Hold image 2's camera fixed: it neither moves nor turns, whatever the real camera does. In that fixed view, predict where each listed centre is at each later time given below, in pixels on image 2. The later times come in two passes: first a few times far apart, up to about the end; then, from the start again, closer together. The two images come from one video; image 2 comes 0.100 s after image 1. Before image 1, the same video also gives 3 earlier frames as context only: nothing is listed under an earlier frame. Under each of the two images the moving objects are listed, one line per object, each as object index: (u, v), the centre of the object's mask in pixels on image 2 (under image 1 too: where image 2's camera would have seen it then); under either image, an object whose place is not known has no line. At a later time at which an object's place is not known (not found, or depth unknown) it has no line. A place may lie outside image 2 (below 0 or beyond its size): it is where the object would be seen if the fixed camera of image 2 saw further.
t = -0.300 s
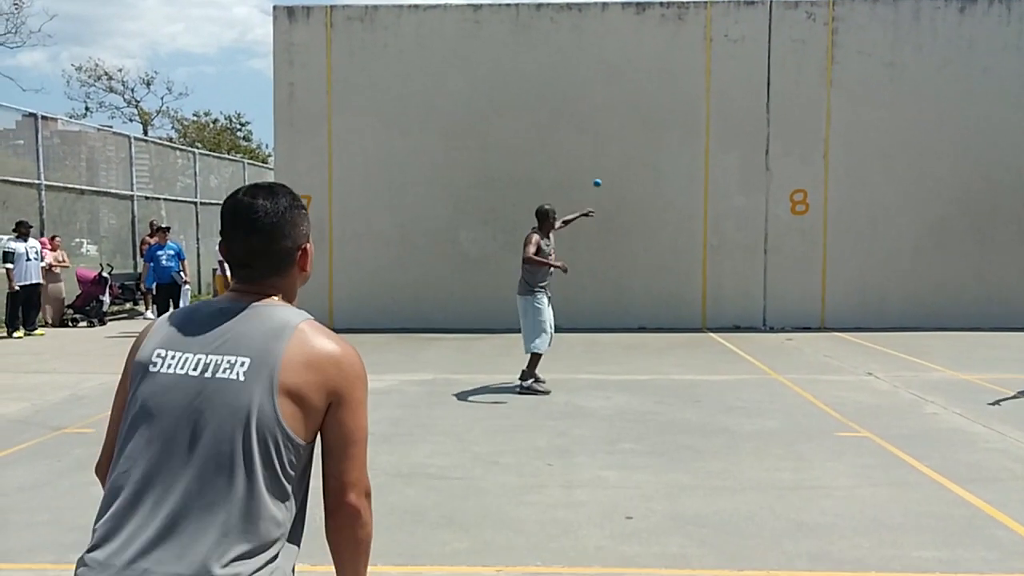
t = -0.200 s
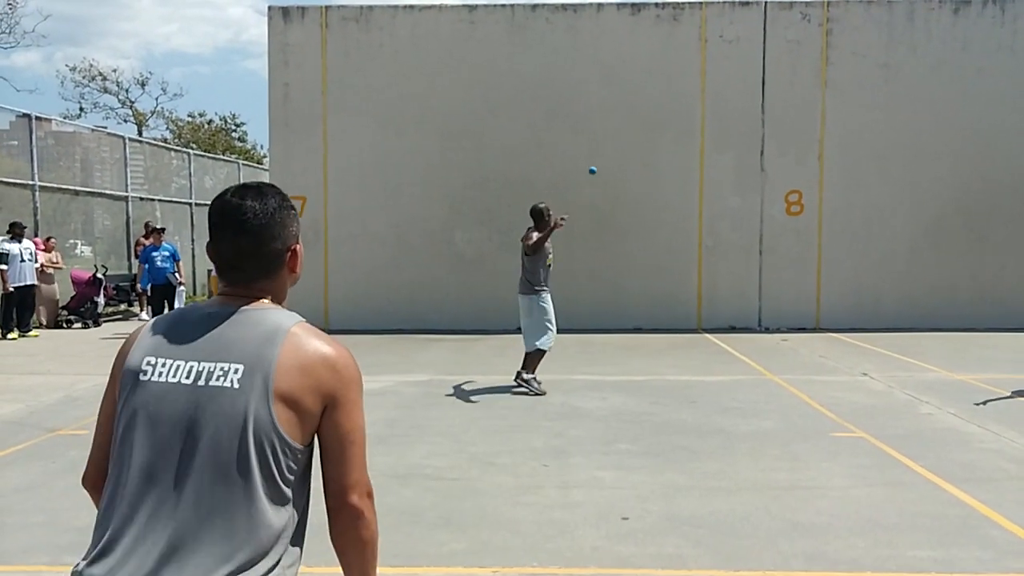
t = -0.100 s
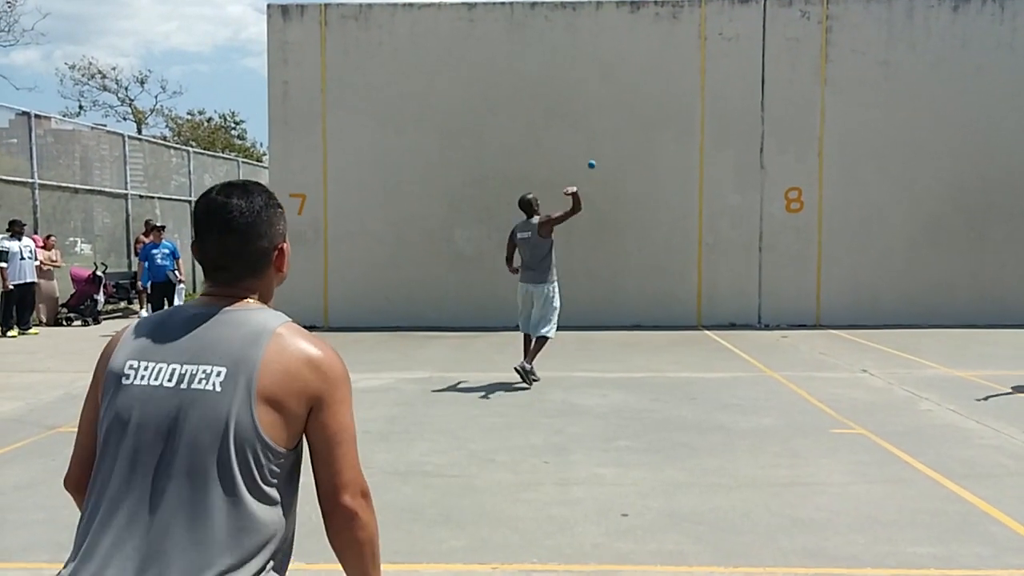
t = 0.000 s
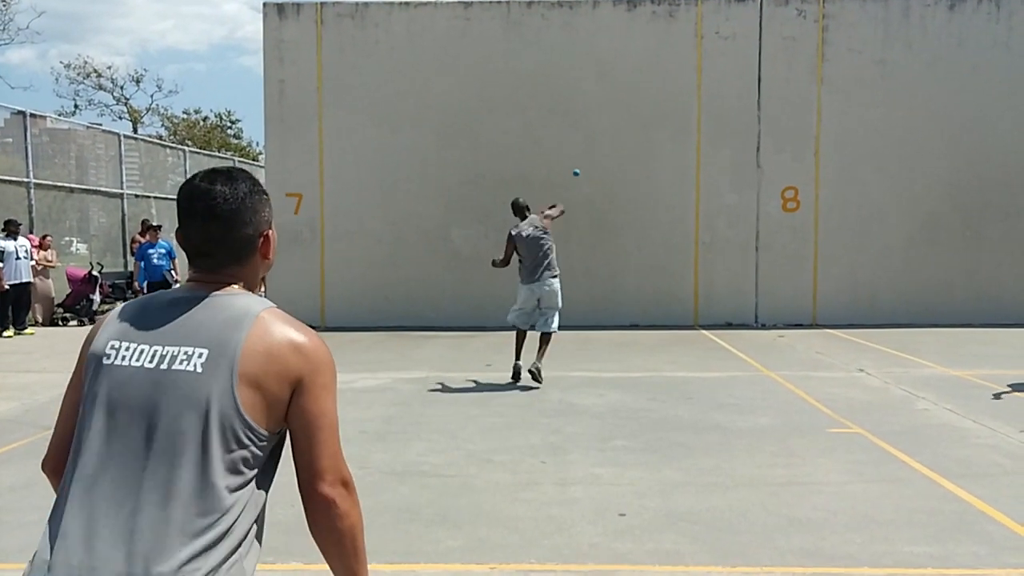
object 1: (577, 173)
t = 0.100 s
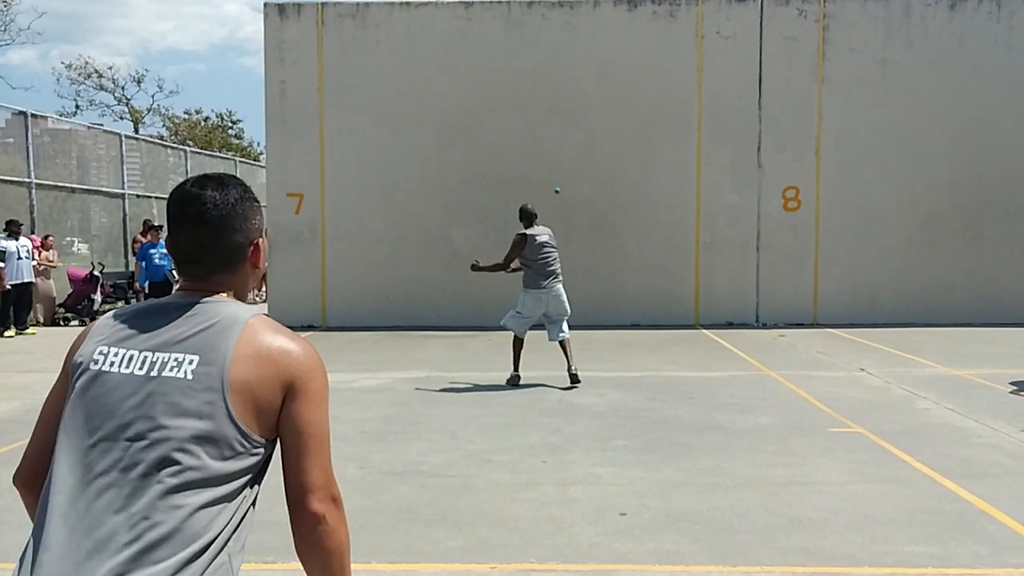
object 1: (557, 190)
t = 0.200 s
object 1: (537, 209)
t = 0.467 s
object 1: (430, 320)
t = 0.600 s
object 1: (344, 390)
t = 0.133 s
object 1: (551, 197)
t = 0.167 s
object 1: (545, 203)
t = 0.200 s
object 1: (537, 209)
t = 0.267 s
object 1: (517, 225)
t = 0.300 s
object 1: (506, 236)
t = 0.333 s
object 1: (493, 248)
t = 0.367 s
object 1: (480, 263)
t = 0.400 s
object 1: (465, 279)
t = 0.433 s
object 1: (448, 298)
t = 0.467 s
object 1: (430, 320)
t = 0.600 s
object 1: (344, 390)
